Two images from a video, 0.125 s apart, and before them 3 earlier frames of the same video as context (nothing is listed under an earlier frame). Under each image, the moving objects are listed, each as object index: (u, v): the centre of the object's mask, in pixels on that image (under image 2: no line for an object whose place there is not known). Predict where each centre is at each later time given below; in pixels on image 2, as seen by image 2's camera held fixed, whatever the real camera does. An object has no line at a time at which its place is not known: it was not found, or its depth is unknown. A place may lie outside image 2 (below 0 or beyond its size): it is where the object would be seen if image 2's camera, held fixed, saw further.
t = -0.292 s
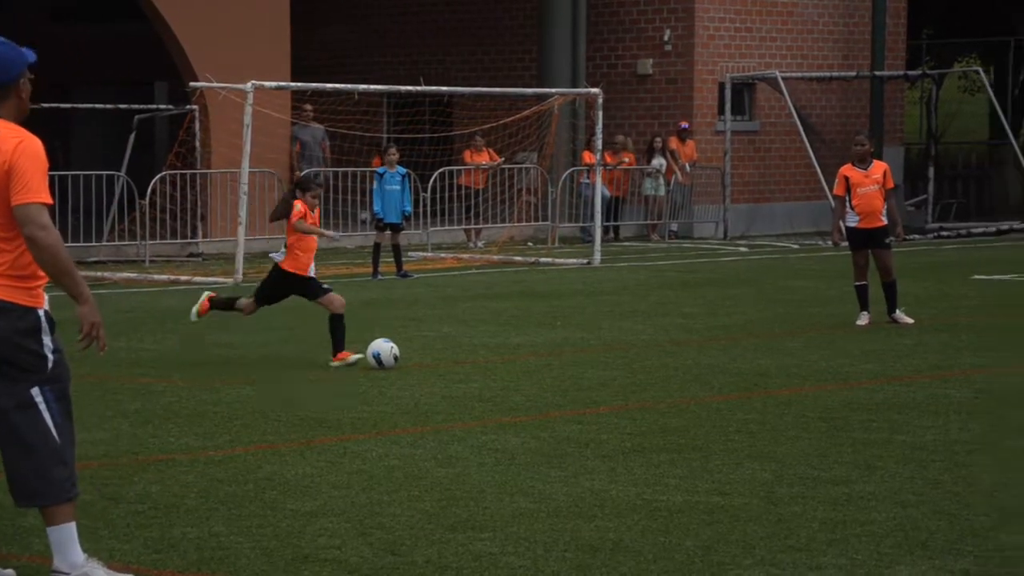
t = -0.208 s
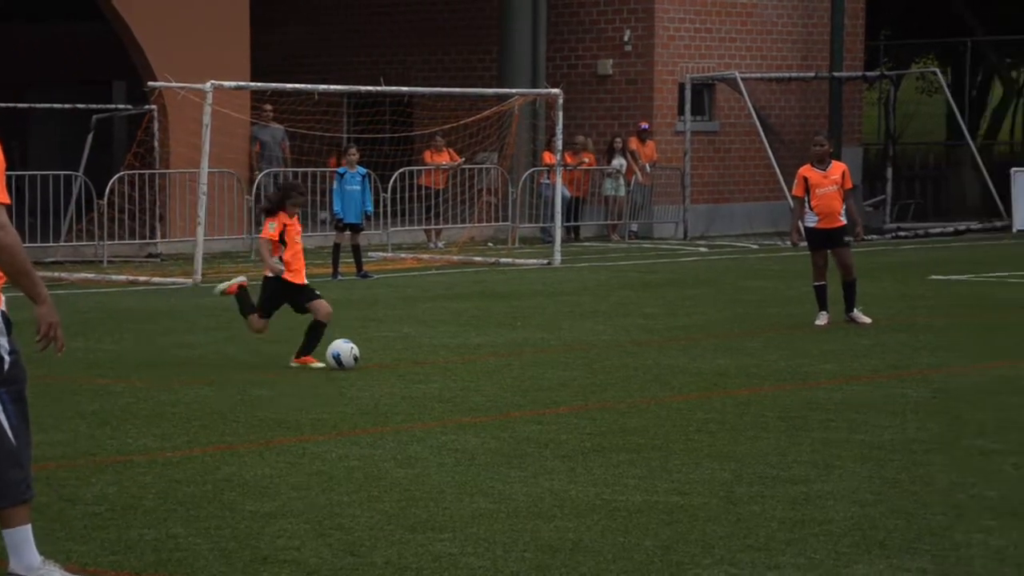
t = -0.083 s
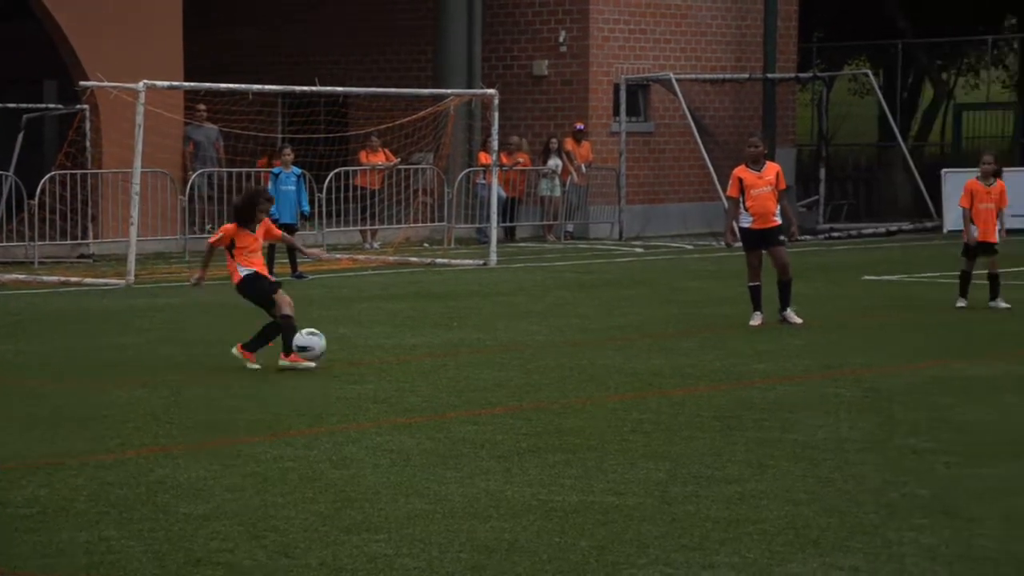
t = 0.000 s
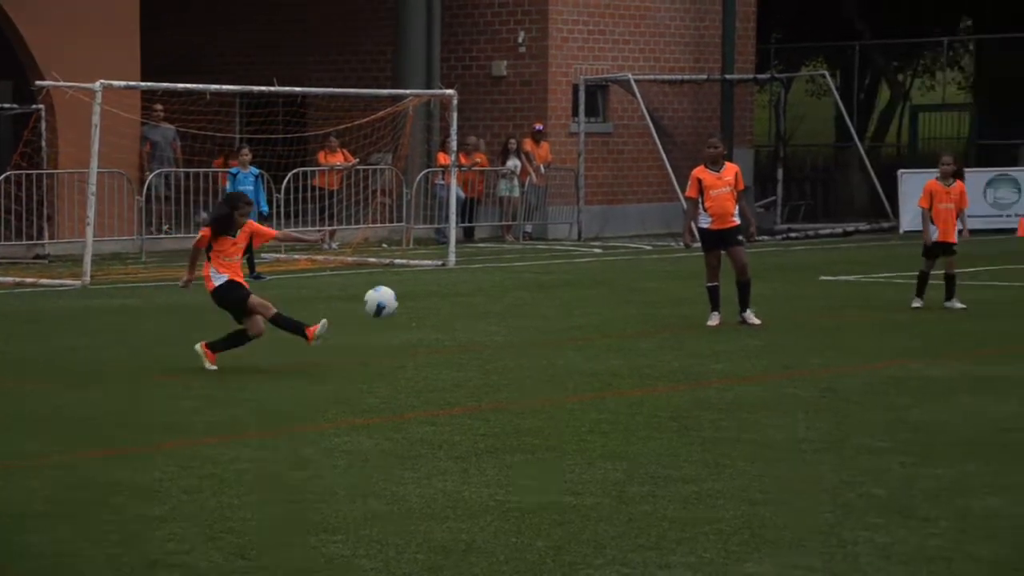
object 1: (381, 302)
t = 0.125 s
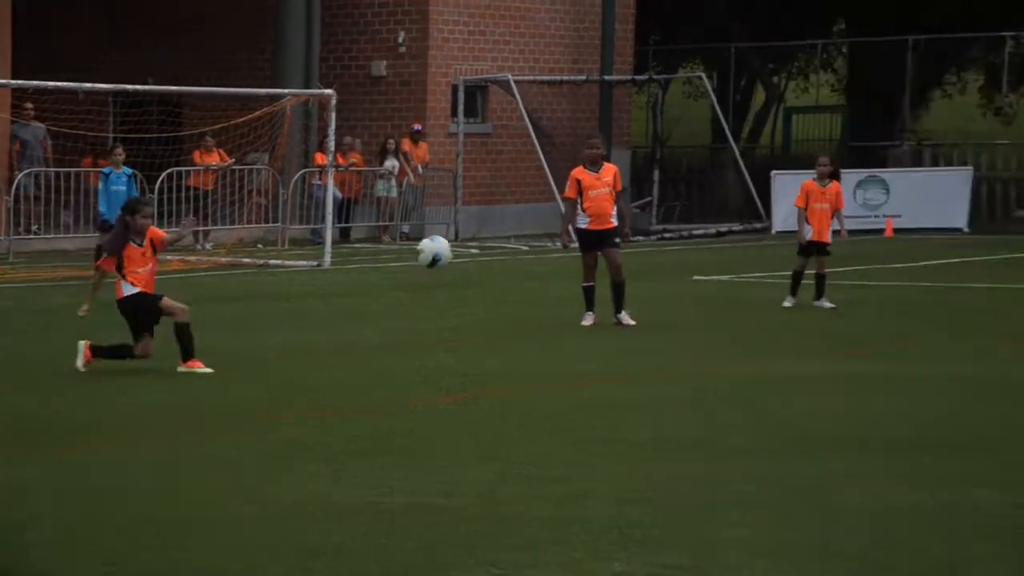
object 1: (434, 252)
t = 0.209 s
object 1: (558, 230)
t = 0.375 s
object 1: (821, 210)
